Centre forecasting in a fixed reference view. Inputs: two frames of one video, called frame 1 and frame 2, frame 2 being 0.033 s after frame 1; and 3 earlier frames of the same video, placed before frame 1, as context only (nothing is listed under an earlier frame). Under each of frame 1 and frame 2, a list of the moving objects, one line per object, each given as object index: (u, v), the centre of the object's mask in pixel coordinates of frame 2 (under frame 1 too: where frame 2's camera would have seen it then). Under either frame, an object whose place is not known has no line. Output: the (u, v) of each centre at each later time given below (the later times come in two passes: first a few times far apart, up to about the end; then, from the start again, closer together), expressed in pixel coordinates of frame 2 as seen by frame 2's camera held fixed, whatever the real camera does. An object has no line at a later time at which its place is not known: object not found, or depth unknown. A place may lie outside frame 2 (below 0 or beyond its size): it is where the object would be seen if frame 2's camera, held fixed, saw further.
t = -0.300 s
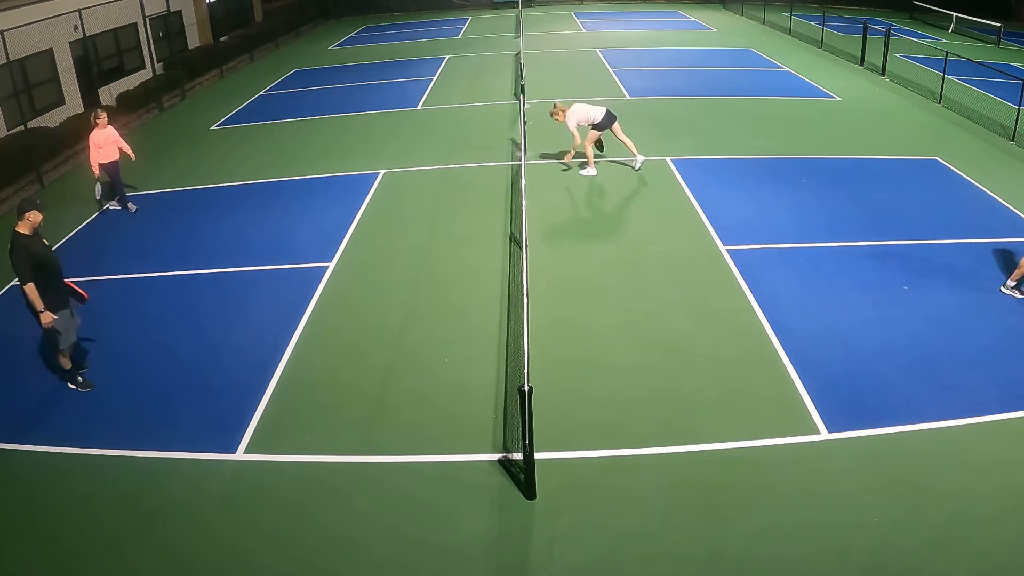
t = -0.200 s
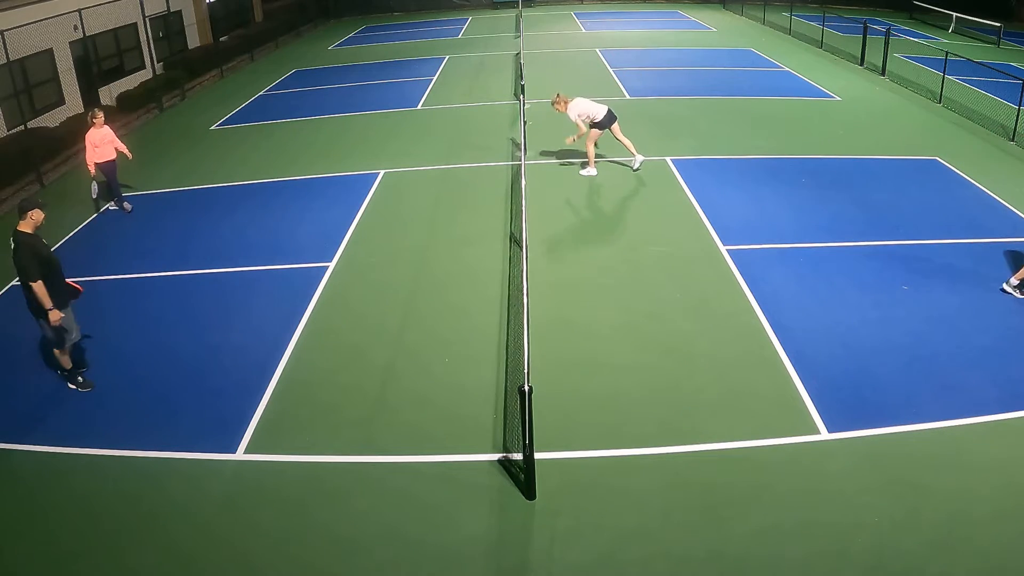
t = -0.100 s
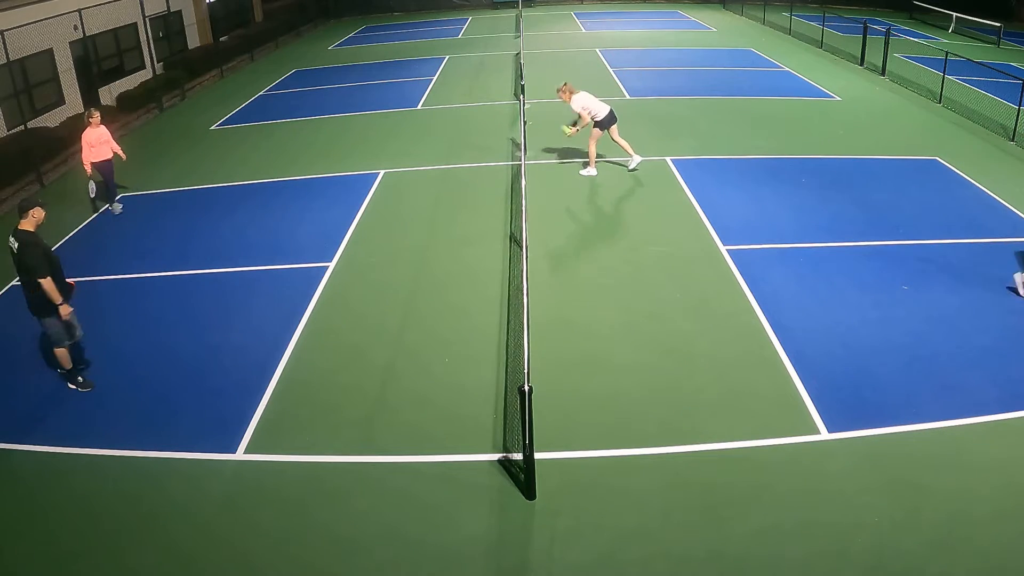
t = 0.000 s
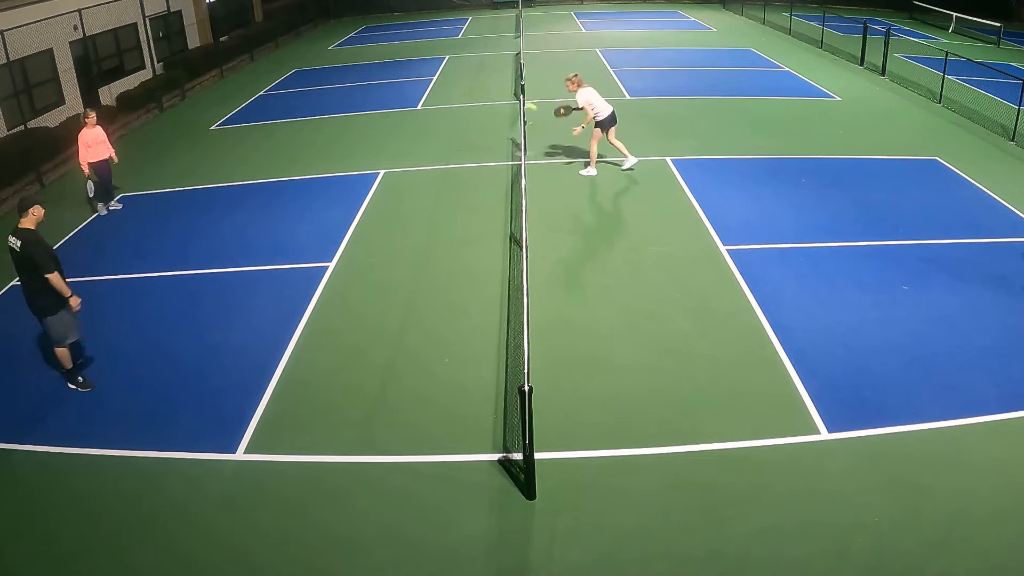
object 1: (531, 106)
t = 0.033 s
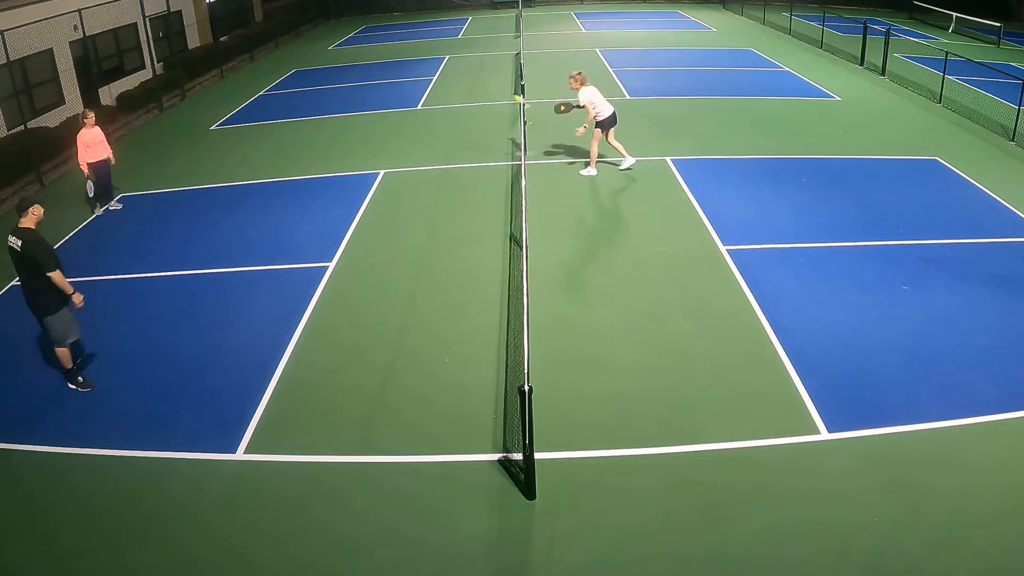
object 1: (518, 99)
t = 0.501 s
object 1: (367, 98)
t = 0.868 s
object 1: (282, 188)
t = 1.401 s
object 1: (213, 169)
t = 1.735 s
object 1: (180, 188)
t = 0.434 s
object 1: (386, 89)
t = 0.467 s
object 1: (376, 93)
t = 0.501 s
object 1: (367, 98)
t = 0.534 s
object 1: (358, 104)
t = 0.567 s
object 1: (349, 110)
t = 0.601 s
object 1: (340, 118)
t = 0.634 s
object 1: (331, 126)
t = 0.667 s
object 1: (323, 135)
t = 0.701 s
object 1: (315, 144)
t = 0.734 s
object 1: (308, 153)
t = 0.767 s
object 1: (301, 164)
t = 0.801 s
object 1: (294, 174)
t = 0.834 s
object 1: (288, 186)
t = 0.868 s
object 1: (282, 188)
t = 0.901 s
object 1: (277, 181)
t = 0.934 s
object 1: (271, 175)
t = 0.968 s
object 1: (266, 170)
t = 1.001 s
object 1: (261, 166)
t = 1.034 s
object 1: (256, 162)
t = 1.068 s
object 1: (251, 159)
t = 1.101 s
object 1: (247, 157)
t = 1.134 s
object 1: (242, 155)
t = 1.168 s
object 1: (238, 155)
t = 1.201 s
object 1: (234, 155)
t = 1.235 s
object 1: (230, 155)
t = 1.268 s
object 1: (226, 157)
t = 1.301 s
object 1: (223, 159)
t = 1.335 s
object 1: (219, 162)
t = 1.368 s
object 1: (216, 165)
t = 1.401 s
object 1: (213, 169)
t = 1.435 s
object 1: (210, 174)
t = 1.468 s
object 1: (208, 180)
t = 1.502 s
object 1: (206, 186)
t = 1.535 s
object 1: (203, 193)
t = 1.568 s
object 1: (201, 200)
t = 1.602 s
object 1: (197, 200)
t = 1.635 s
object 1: (193, 195)
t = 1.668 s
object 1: (188, 192)
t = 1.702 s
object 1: (184, 190)
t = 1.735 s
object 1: (180, 188)
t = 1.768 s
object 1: (176, 187)
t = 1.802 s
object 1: (172, 187)
